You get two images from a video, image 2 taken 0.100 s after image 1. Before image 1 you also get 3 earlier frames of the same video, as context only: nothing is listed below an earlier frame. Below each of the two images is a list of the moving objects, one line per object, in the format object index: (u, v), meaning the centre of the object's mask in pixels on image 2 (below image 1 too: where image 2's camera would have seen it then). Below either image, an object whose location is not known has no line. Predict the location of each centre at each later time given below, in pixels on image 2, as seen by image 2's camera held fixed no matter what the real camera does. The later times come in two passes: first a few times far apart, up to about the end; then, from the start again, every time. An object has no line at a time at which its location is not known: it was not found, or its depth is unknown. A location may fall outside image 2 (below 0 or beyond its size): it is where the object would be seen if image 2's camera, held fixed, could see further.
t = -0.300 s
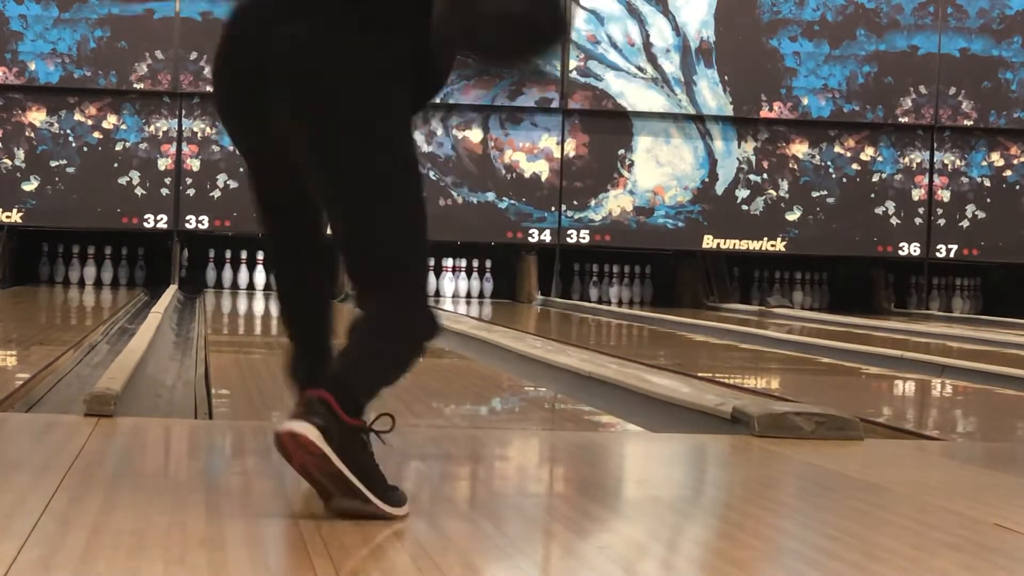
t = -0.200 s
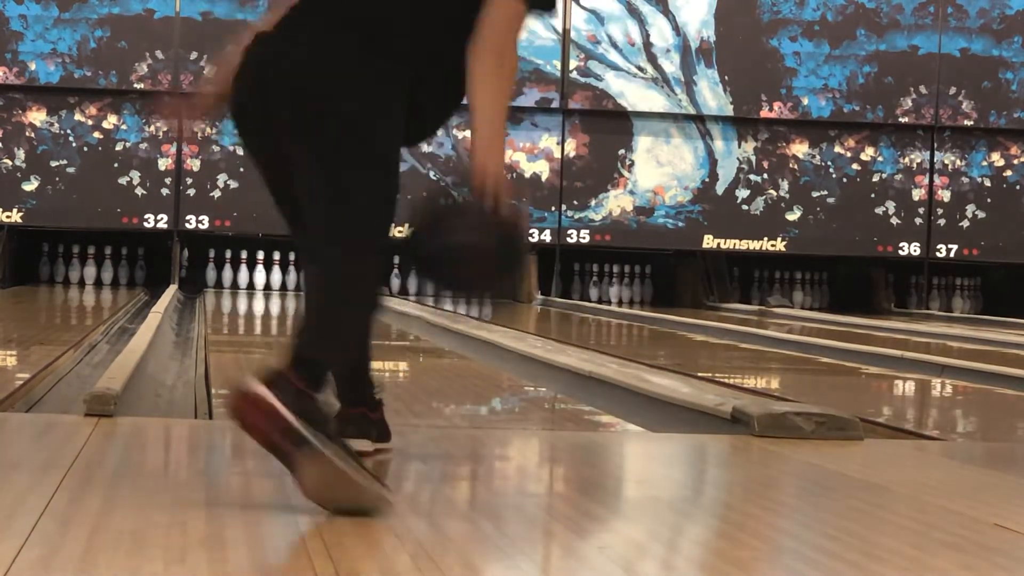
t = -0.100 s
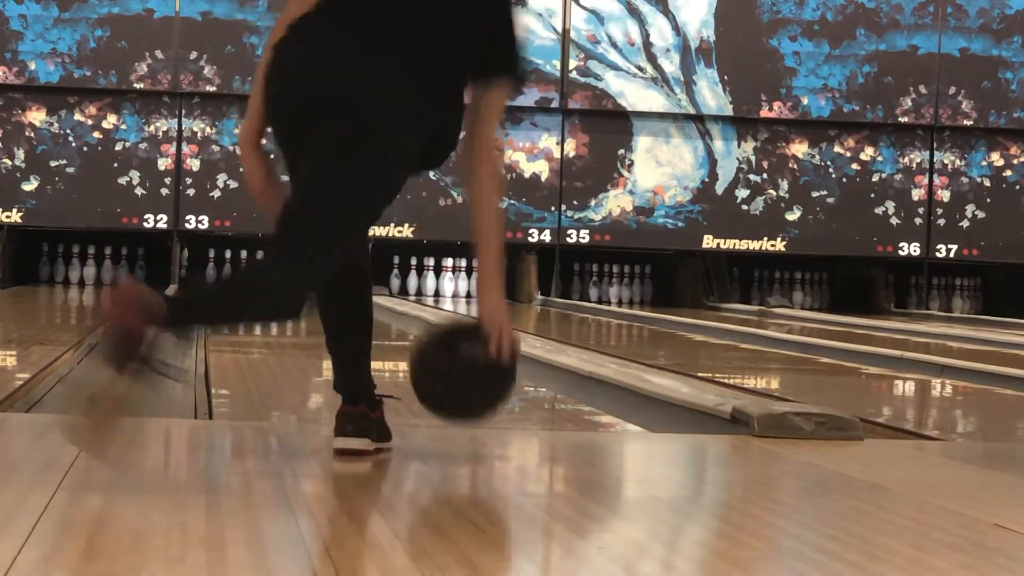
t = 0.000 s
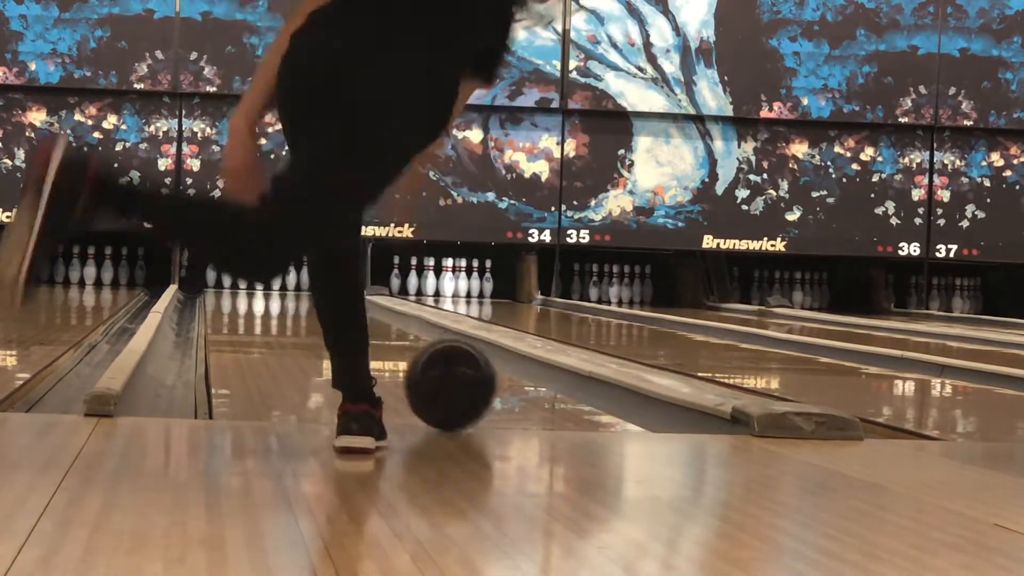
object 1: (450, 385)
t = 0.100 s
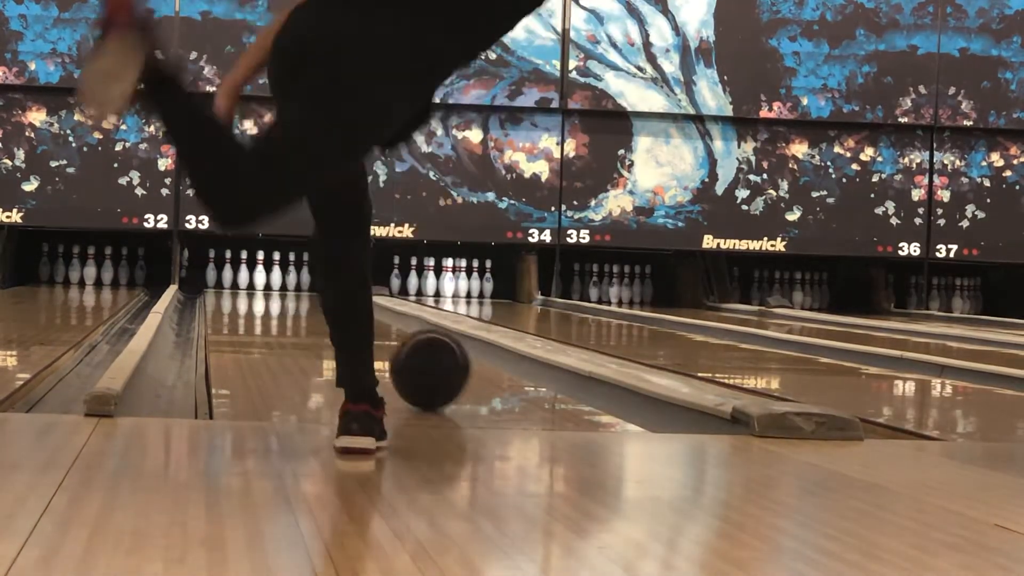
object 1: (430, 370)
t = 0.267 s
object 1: (407, 350)
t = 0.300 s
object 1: (404, 347)
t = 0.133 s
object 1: (424, 365)
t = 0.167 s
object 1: (418, 361)
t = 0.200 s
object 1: (413, 357)
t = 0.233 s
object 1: (410, 354)
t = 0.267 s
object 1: (407, 350)
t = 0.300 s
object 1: (404, 347)
